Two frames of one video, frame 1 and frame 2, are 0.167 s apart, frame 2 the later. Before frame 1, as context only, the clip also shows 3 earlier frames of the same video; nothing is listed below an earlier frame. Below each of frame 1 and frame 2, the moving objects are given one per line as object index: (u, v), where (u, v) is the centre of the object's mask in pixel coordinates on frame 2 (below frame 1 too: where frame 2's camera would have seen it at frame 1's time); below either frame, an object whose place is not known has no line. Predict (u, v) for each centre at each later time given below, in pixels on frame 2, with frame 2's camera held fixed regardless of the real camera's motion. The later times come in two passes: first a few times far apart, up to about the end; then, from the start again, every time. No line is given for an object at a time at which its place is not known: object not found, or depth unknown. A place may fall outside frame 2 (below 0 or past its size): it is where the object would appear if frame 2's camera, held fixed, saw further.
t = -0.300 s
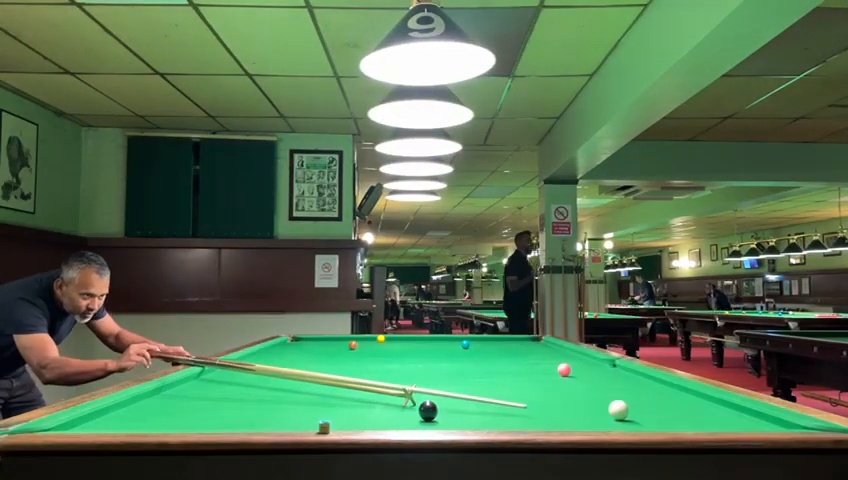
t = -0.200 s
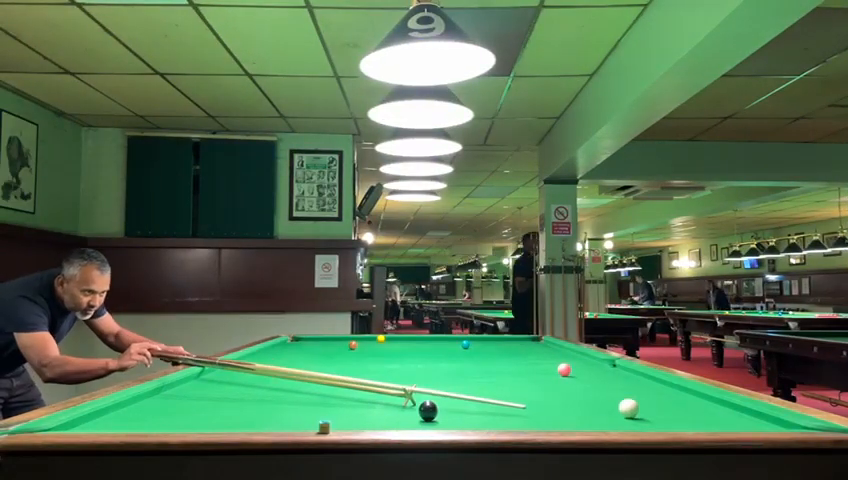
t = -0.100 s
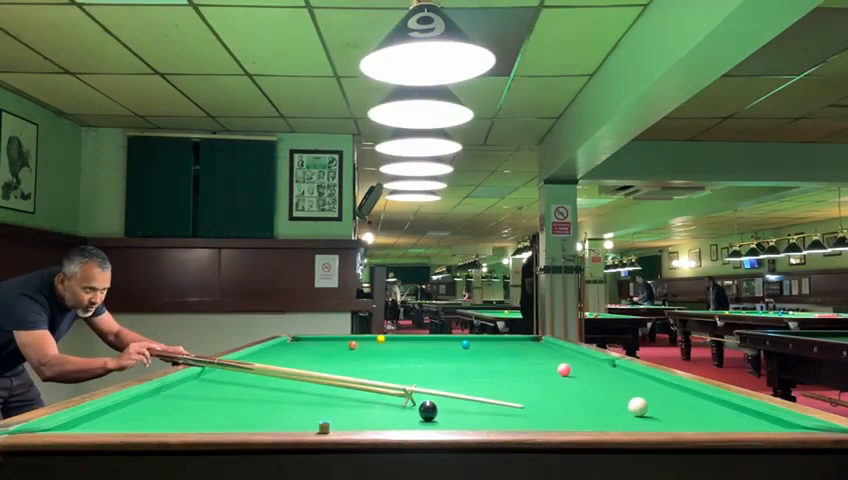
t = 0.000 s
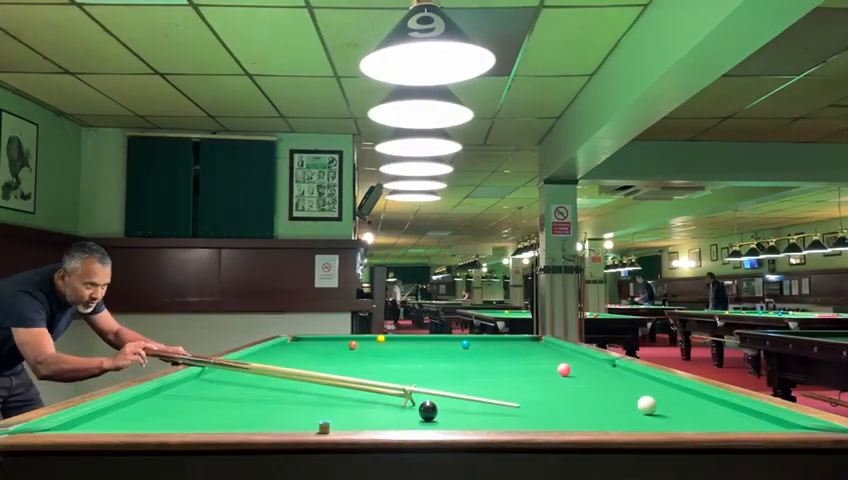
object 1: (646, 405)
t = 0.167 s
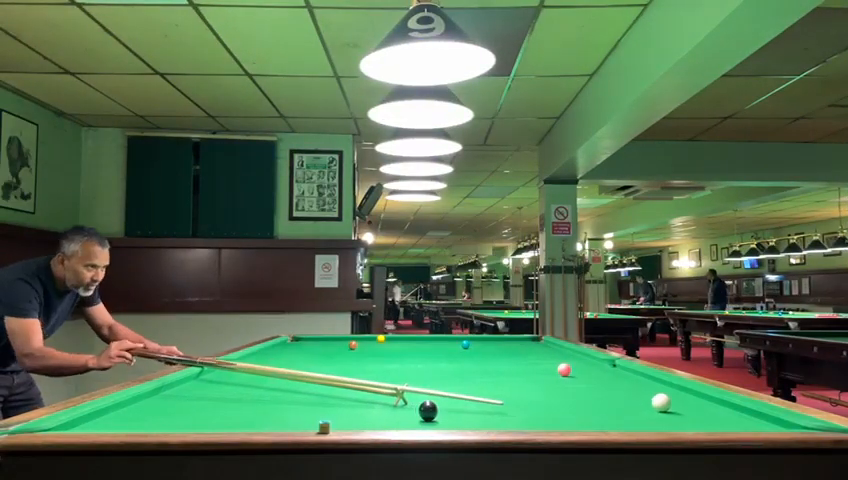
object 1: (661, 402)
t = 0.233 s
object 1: (666, 401)
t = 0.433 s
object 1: (681, 399)
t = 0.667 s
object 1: (698, 396)
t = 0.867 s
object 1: (686, 393)
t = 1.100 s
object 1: (663, 390)
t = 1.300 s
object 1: (646, 387)
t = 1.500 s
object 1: (635, 385)
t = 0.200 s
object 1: (663, 402)
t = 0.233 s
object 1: (666, 401)
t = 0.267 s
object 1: (669, 401)
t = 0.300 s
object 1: (671, 400)
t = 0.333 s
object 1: (674, 400)
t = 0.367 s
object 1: (676, 399)
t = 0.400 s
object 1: (679, 399)
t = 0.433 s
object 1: (681, 399)
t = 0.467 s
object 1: (684, 398)
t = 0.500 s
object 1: (686, 398)
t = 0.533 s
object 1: (689, 397)
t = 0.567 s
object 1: (691, 397)
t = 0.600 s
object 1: (693, 396)
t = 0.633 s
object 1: (695, 396)
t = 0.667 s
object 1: (698, 396)
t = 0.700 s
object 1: (700, 395)
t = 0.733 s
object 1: (701, 395)
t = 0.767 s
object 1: (697, 394)
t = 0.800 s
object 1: (692, 394)
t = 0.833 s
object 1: (689, 393)
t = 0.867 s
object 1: (686, 393)
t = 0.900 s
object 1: (682, 392)
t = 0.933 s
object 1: (679, 392)
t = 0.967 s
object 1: (676, 391)
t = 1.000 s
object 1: (673, 391)
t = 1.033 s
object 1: (670, 390)
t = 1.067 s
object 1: (667, 390)
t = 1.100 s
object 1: (663, 390)
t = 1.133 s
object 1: (660, 389)
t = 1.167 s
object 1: (657, 389)
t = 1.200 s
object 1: (654, 388)
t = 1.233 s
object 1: (652, 388)
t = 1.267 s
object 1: (649, 387)
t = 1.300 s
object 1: (646, 387)
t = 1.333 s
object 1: (644, 386)
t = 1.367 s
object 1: (642, 386)
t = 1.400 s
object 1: (640, 386)
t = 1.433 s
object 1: (638, 385)
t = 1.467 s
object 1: (635, 385)
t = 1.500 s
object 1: (635, 385)
